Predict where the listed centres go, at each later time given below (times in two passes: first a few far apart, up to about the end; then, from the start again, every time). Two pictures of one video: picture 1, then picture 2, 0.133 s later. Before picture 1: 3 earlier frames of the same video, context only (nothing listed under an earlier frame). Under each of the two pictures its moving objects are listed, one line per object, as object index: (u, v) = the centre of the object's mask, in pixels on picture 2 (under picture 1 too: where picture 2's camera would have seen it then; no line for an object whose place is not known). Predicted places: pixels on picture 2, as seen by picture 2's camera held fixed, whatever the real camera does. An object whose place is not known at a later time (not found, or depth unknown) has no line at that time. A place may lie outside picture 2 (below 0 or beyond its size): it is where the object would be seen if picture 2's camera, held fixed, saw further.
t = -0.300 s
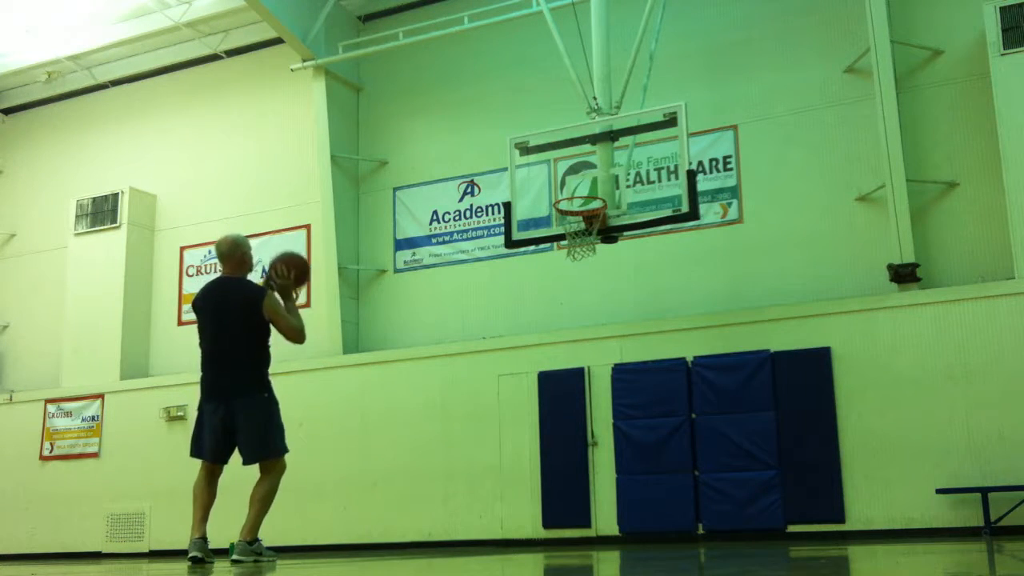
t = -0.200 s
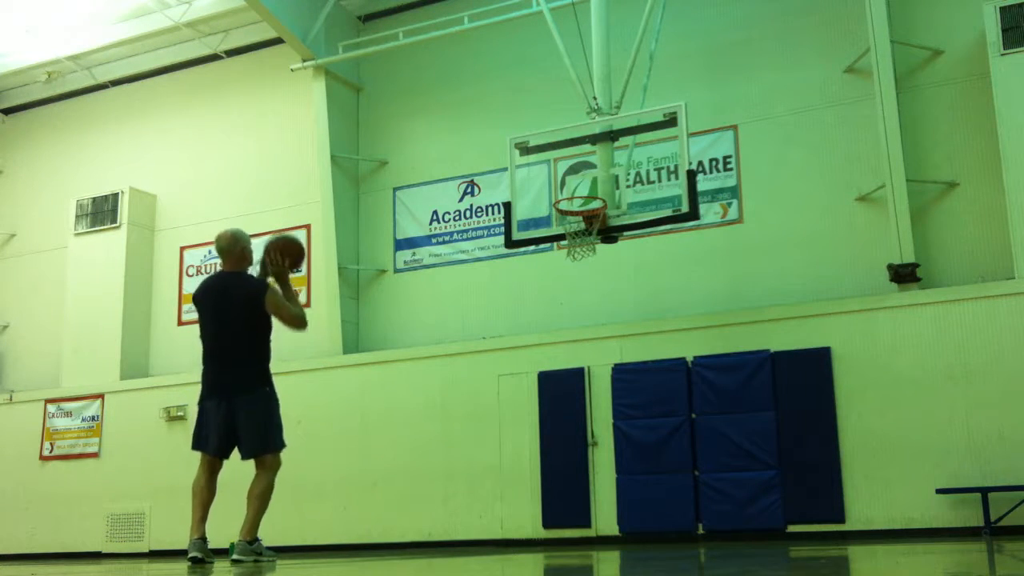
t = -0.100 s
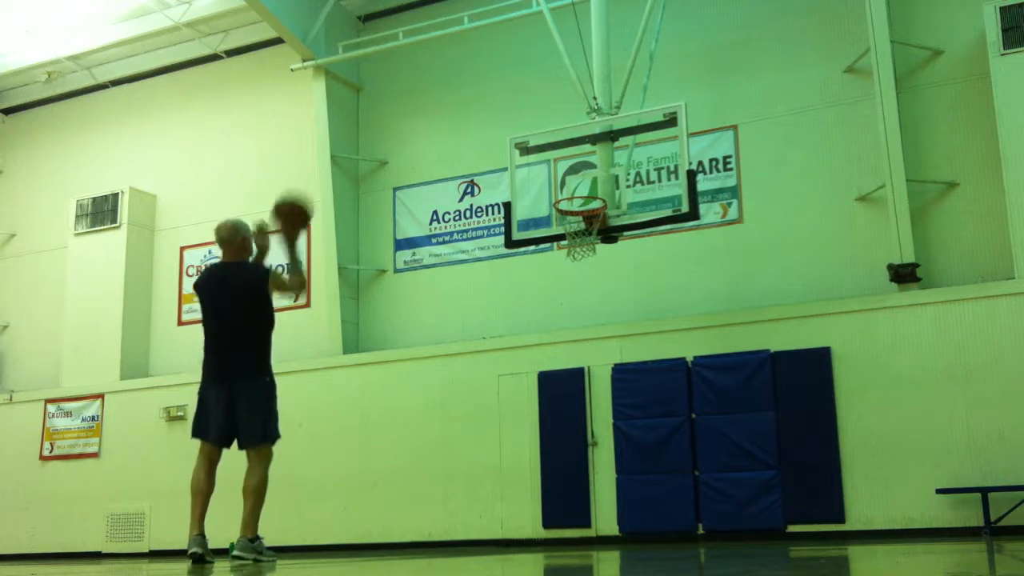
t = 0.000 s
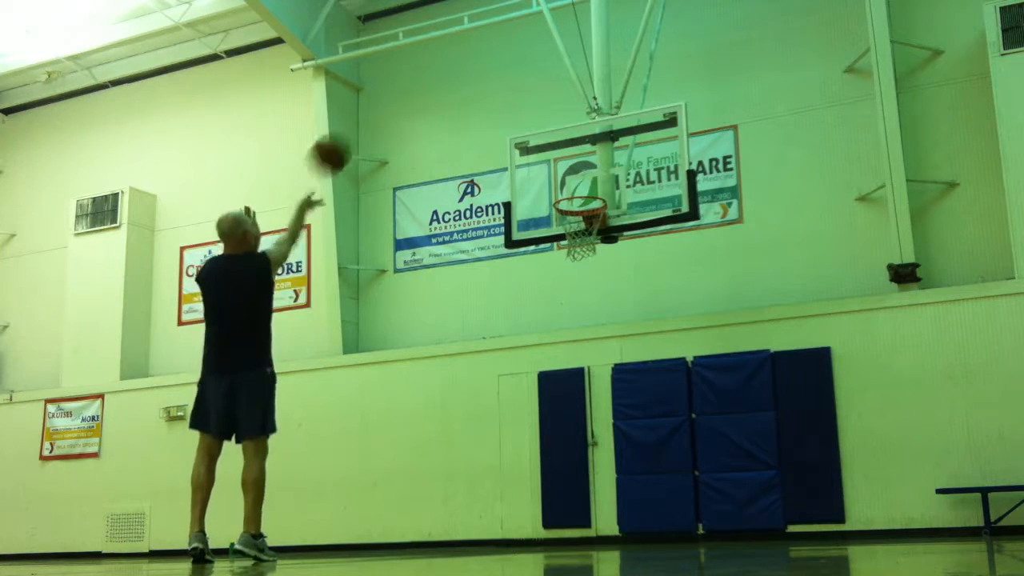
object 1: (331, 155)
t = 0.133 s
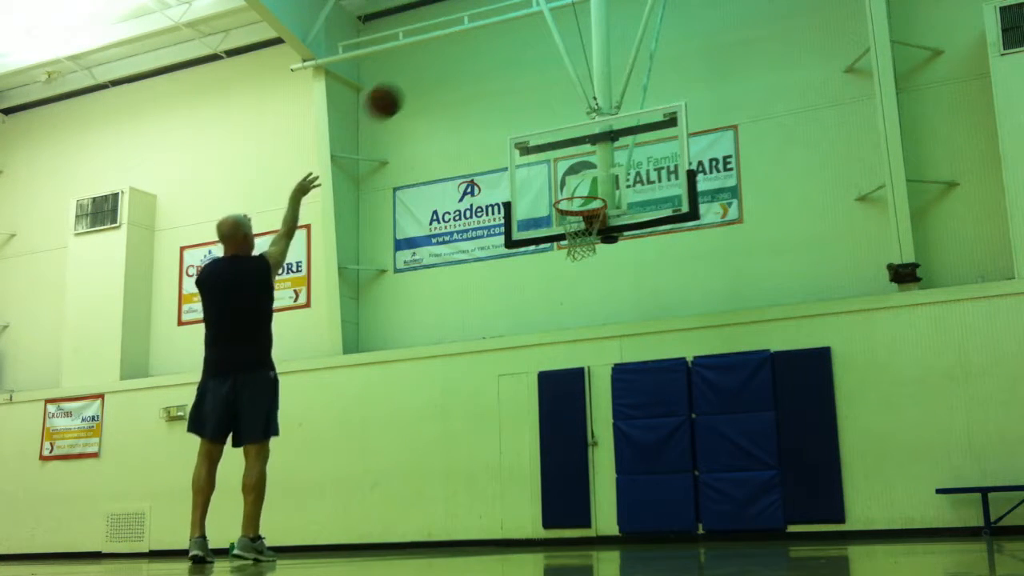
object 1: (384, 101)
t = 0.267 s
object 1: (431, 76)
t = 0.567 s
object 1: (517, 100)
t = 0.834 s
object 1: (583, 193)
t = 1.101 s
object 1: (549, 281)
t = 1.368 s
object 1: (509, 421)
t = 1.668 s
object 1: (465, 451)
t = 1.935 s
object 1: (428, 367)
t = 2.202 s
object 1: (391, 363)
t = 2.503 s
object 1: (345, 473)
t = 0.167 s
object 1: (396, 92)
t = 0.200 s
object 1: (408, 85)
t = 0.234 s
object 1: (419, 80)
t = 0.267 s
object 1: (431, 76)
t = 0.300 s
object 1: (442, 74)
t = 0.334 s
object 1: (452, 73)
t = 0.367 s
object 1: (462, 73)
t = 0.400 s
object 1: (472, 75)
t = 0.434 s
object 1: (482, 78)
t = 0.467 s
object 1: (491, 82)
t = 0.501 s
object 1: (500, 87)
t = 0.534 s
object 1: (509, 93)
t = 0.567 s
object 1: (517, 100)
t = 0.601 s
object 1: (526, 108)
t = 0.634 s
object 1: (534, 118)
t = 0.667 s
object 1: (542, 127)
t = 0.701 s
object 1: (551, 139)
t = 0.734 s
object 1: (560, 152)
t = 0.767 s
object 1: (567, 165)
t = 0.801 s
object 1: (574, 178)
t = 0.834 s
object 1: (583, 193)
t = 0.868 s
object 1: (590, 211)
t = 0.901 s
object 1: (585, 221)
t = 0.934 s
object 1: (576, 234)
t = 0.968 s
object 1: (570, 243)
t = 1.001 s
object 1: (563, 248)
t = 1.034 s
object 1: (558, 260)
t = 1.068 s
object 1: (553, 270)
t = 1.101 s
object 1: (549, 281)
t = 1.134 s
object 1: (544, 293)
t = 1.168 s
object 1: (539, 307)
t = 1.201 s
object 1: (534, 322)
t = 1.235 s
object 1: (529, 338)
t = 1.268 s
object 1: (523, 358)
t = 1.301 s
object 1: (519, 378)
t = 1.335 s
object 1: (514, 399)
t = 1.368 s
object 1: (509, 421)
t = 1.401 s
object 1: (504, 446)
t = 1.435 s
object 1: (499, 471)
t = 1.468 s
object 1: (494, 501)
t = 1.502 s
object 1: (488, 528)
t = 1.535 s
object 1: (483, 521)
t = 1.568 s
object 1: (479, 502)
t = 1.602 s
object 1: (474, 484)
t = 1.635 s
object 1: (469, 467)
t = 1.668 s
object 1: (465, 451)
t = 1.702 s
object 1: (460, 436)
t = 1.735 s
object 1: (456, 423)
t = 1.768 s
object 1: (451, 411)
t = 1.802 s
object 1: (447, 399)
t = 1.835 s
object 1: (442, 389)
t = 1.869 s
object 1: (438, 381)
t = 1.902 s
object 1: (433, 373)
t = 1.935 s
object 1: (428, 367)
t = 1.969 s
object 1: (424, 362)
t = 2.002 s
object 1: (419, 358)
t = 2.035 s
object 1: (414, 356)
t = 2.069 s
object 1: (410, 355)
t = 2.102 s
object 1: (405, 355)
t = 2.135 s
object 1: (400, 356)
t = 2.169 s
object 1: (396, 359)
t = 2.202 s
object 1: (391, 363)
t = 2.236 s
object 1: (386, 369)
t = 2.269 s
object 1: (381, 376)
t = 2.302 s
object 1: (376, 386)
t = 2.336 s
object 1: (371, 396)
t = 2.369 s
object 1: (366, 407)
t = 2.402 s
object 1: (361, 421)
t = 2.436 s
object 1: (356, 436)
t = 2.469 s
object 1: (350, 454)
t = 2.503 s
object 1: (345, 473)
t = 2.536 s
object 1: (338, 496)
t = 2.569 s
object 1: (334, 517)
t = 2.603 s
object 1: (327, 538)
